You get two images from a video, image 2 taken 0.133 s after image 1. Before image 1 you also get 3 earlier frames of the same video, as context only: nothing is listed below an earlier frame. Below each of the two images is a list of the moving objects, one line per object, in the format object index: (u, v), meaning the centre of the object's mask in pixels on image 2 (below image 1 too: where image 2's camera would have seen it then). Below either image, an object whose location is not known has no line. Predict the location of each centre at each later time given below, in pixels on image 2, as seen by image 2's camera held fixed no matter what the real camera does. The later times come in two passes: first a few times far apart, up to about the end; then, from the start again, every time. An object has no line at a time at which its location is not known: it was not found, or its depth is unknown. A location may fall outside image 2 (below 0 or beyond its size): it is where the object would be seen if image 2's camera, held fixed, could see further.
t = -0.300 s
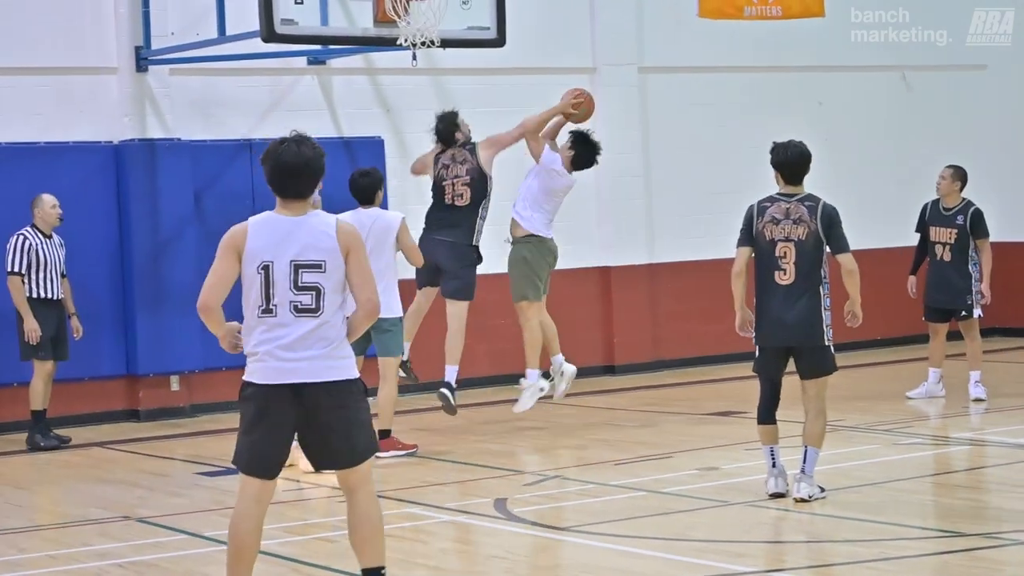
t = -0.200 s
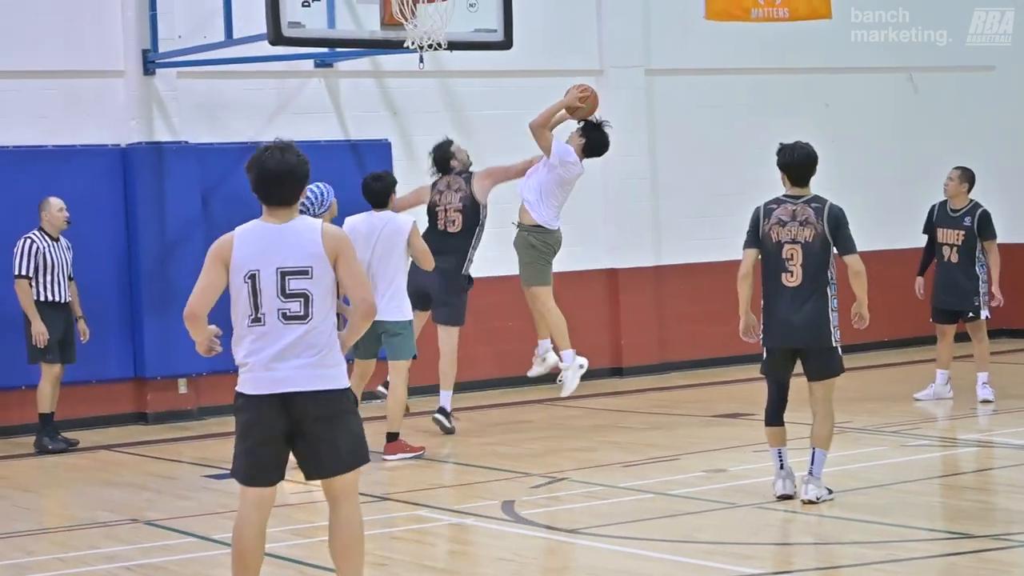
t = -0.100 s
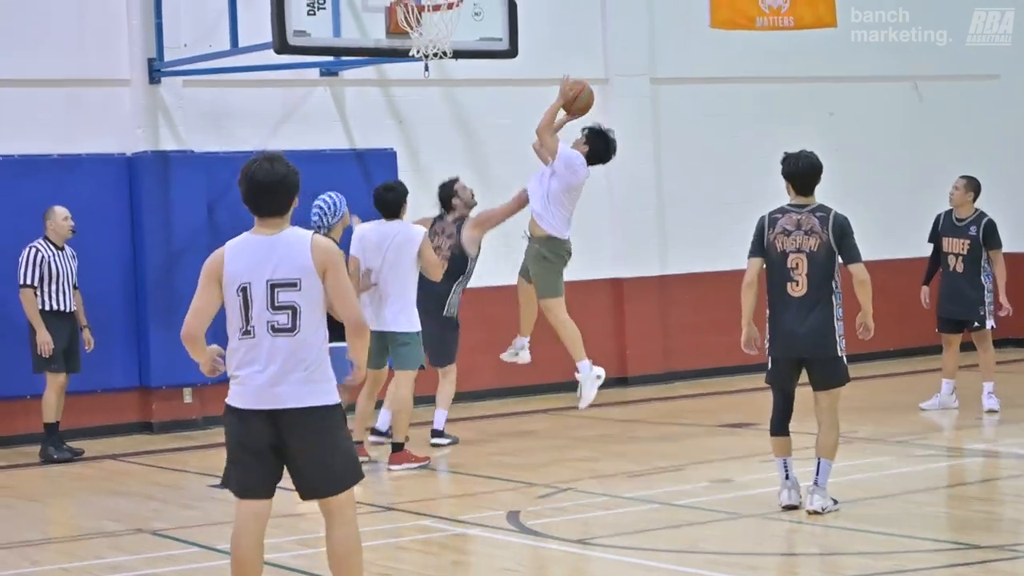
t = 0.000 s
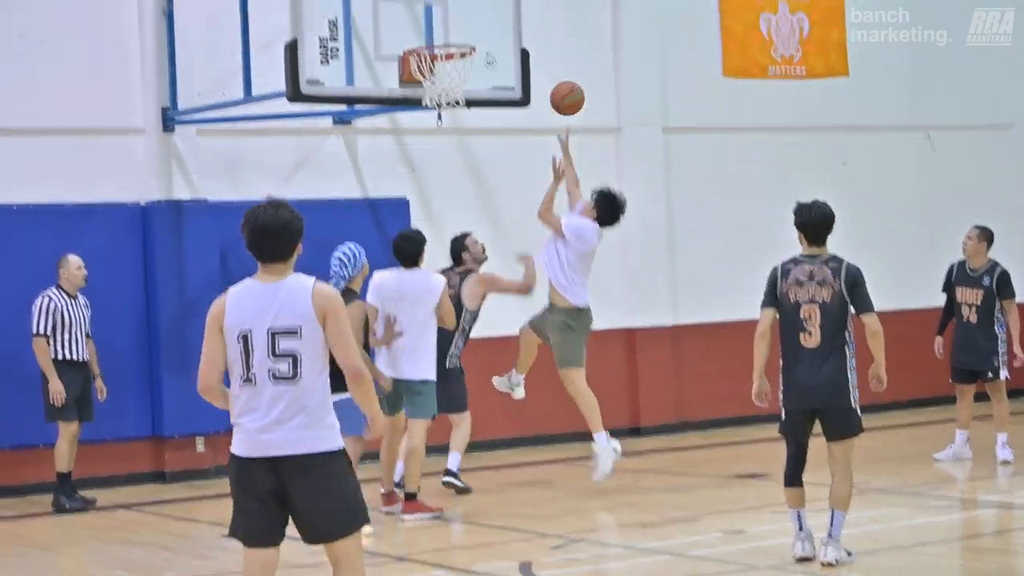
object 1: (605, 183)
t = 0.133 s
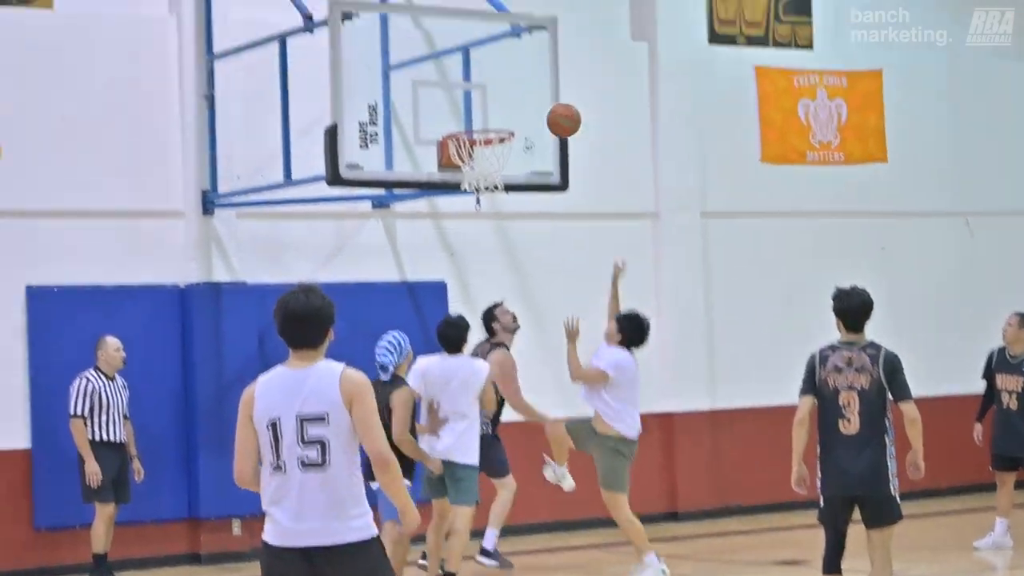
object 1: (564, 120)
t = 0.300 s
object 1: (514, 79)
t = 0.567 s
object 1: (476, 89)
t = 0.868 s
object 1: (486, 166)
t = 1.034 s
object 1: (493, 200)
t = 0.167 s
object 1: (553, 109)
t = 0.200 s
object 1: (543, 99)
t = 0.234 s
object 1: (533, 90)
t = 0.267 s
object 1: (524, 84)
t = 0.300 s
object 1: (514, 79)
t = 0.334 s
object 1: (504, 75)
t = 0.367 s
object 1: (495, 73)
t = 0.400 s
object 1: (486, 73)
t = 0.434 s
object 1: (476, 74)
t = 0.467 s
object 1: (475, 76)
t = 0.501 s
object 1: (476, 79)
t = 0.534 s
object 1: (476, 83)
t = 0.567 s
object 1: (476, 89)
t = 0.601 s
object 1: (477, 96)
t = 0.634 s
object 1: (478, 106)
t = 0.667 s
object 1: (479, 116)
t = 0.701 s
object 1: (479, 127)
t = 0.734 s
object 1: (481, 143)
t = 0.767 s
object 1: (481, 154)
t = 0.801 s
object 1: (483, 156)
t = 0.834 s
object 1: (484, 163)
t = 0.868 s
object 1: (486, 166)
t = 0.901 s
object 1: (488, 176)
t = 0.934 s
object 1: (489, 179)
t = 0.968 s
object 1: (491, 185)
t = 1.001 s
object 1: (492, 191)
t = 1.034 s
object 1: (493, 200)
